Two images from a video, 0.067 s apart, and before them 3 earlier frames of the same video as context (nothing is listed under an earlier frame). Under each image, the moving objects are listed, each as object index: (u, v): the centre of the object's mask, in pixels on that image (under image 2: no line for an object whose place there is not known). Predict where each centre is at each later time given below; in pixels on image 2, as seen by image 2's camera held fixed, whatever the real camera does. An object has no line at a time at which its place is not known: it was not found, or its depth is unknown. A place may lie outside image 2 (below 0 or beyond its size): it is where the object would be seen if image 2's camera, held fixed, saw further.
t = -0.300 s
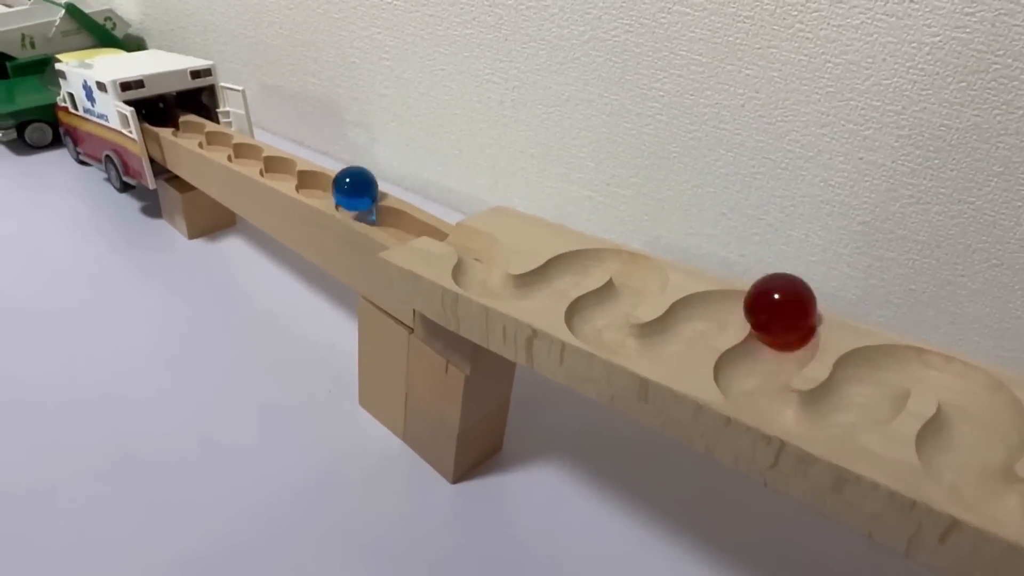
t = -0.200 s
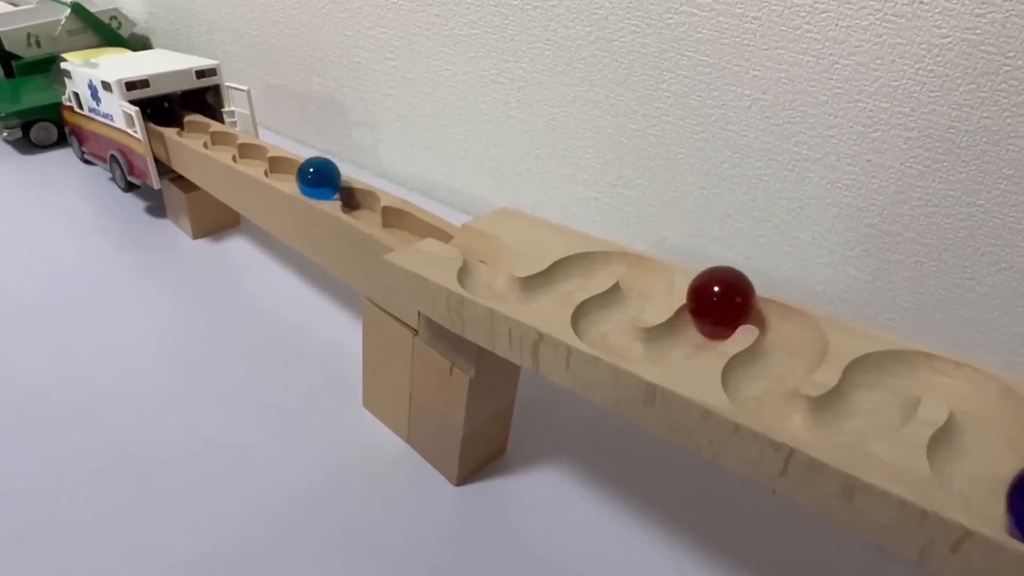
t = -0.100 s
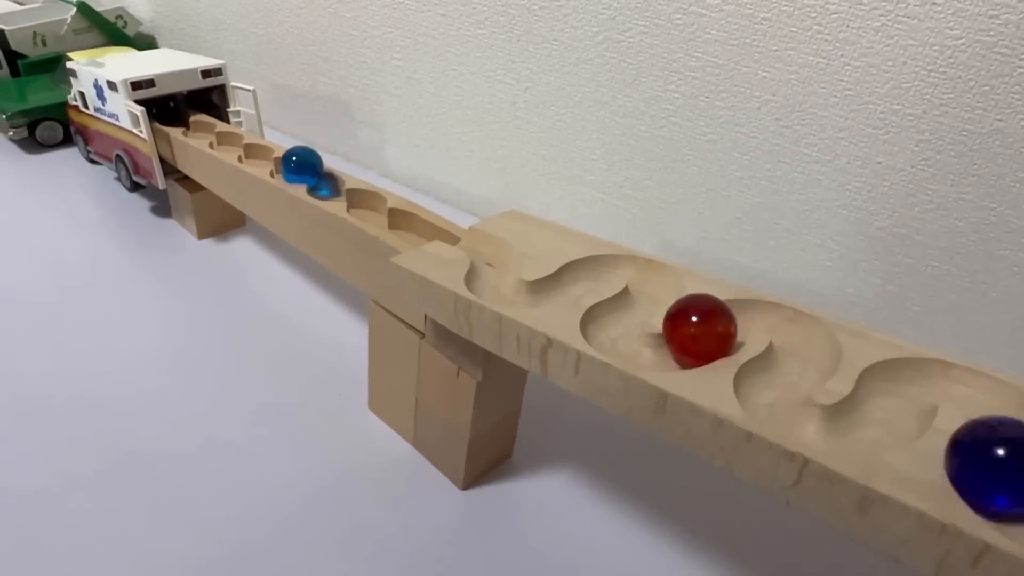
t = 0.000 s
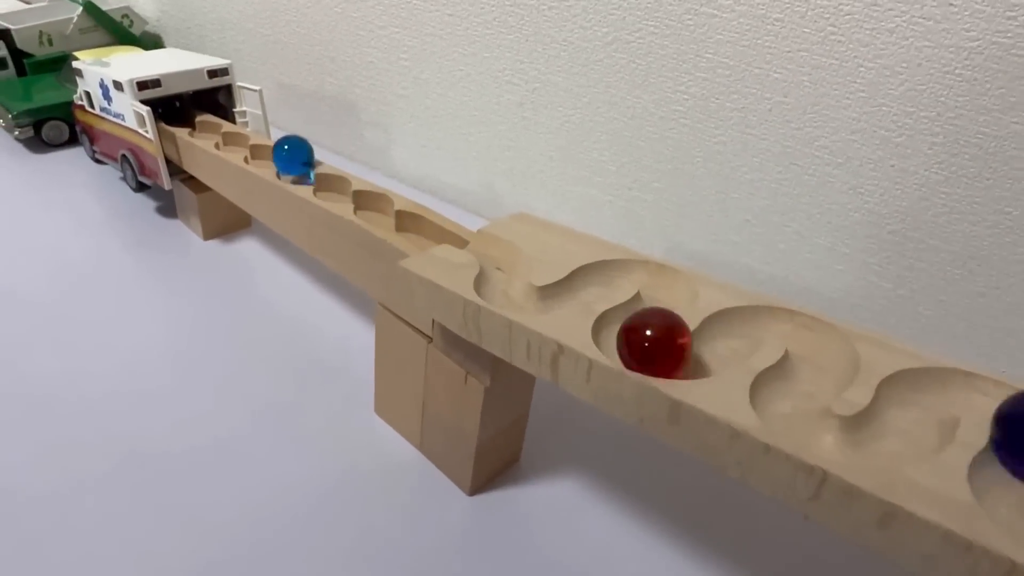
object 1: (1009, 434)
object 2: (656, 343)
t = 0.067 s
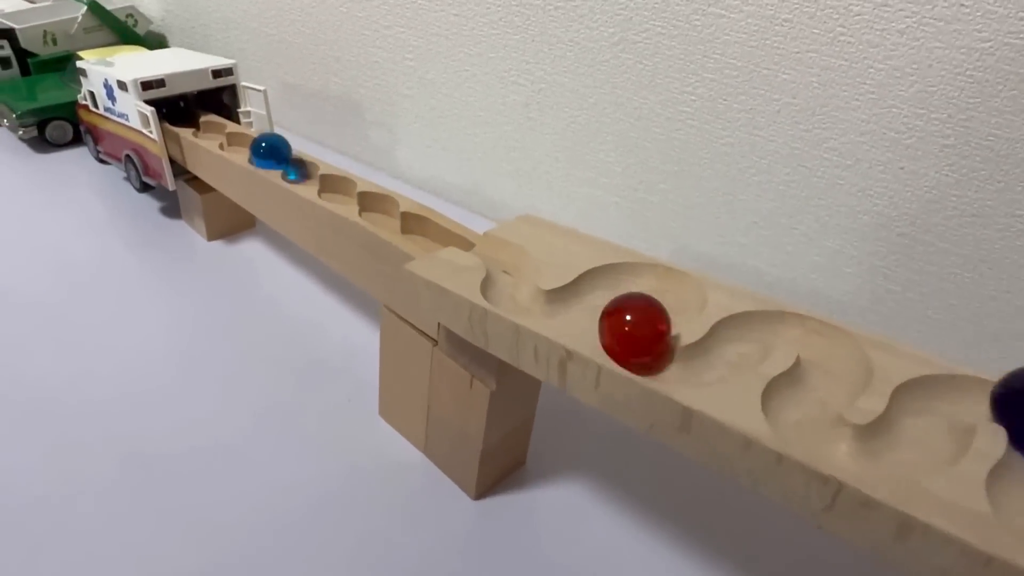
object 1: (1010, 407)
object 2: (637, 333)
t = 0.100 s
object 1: (993, 392)
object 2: (639, 320)
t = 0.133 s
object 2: (653, 310)
